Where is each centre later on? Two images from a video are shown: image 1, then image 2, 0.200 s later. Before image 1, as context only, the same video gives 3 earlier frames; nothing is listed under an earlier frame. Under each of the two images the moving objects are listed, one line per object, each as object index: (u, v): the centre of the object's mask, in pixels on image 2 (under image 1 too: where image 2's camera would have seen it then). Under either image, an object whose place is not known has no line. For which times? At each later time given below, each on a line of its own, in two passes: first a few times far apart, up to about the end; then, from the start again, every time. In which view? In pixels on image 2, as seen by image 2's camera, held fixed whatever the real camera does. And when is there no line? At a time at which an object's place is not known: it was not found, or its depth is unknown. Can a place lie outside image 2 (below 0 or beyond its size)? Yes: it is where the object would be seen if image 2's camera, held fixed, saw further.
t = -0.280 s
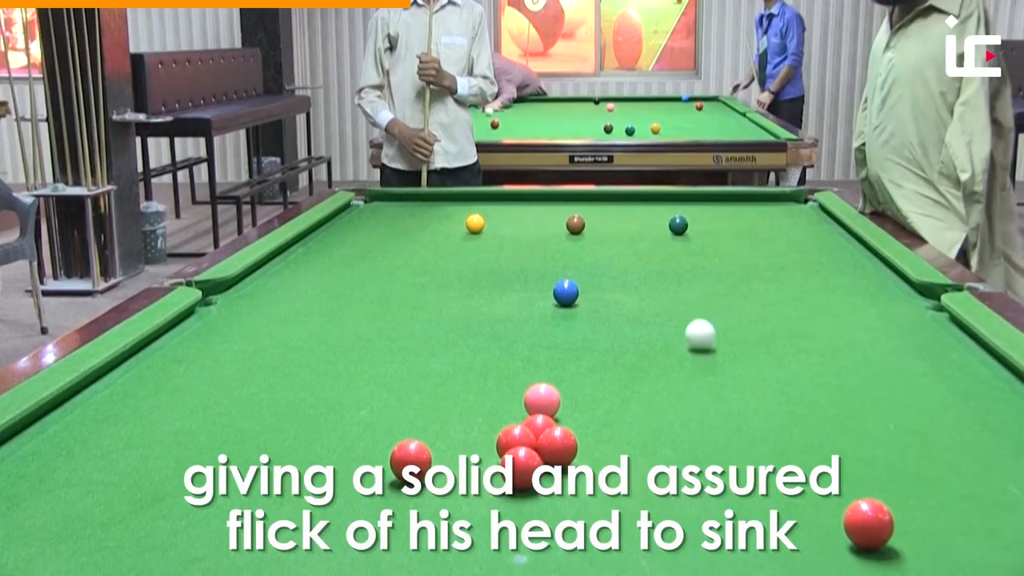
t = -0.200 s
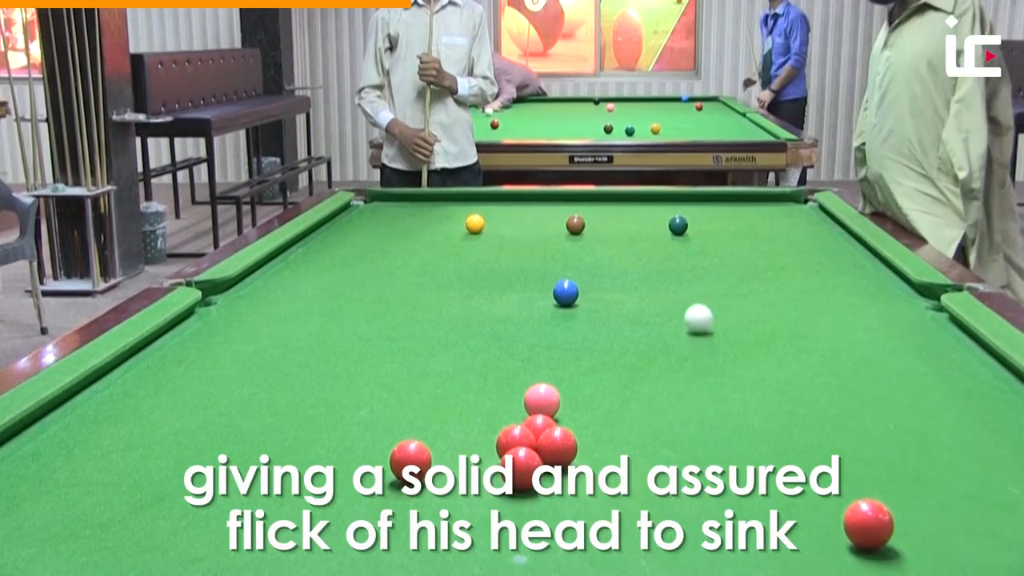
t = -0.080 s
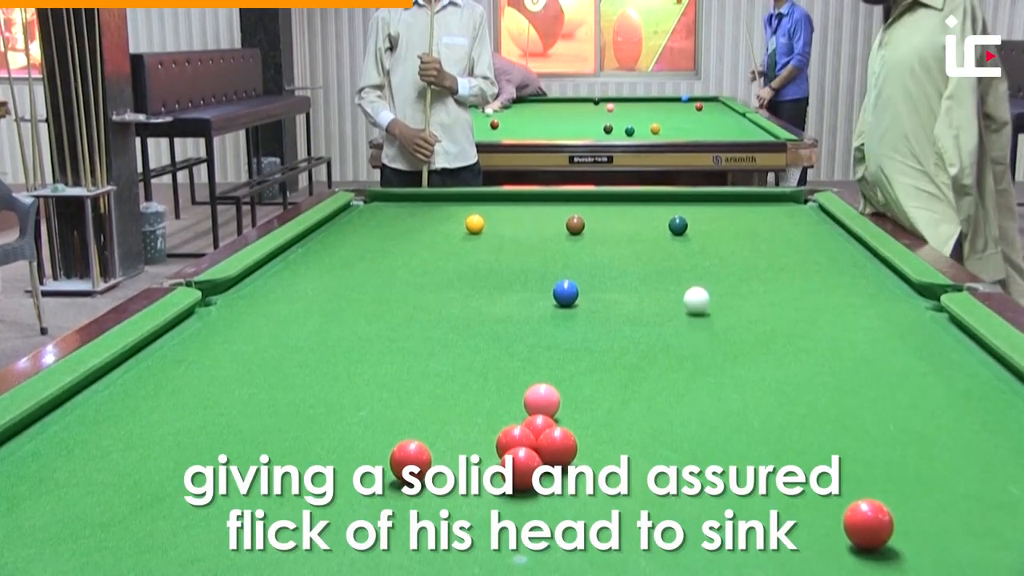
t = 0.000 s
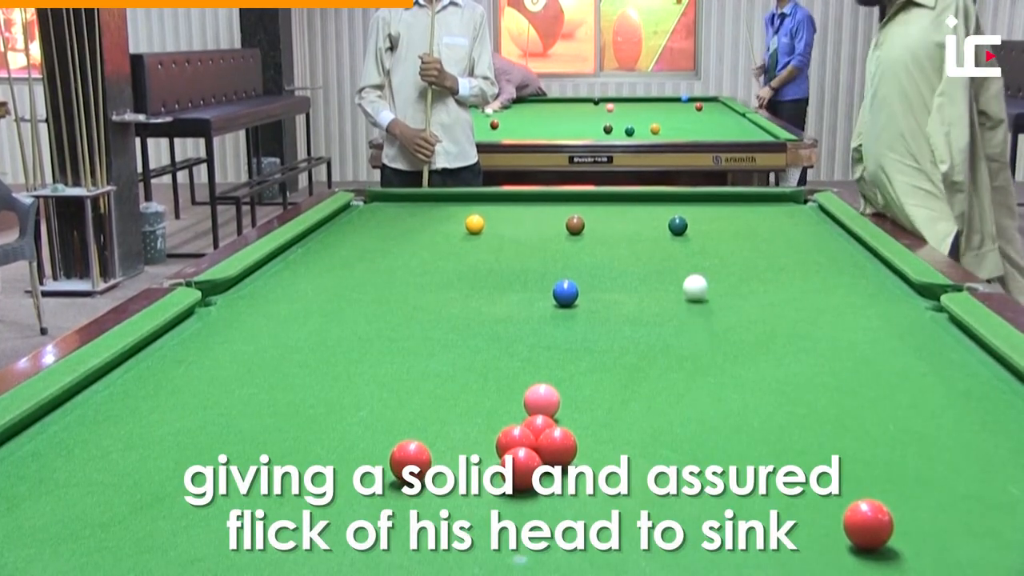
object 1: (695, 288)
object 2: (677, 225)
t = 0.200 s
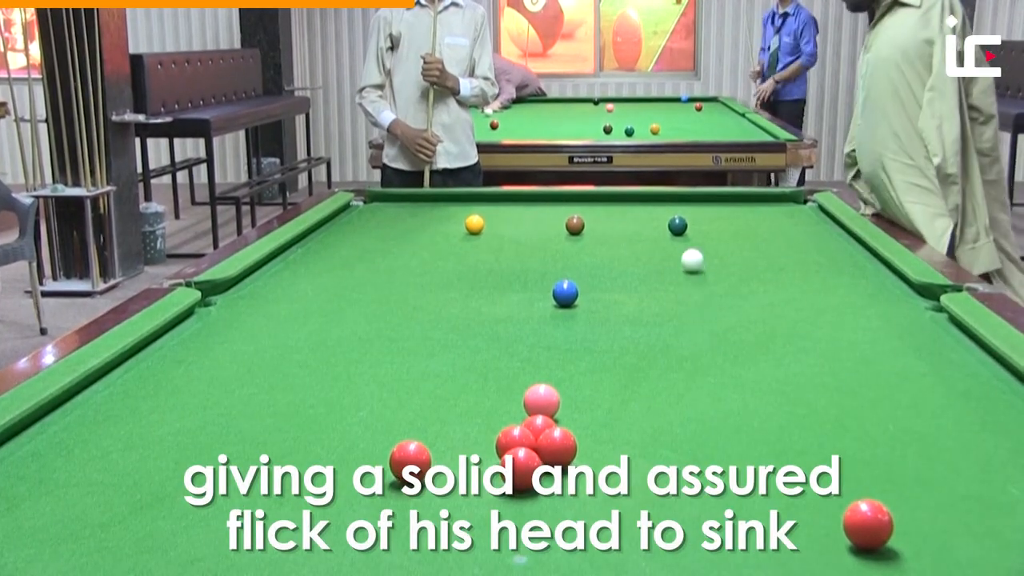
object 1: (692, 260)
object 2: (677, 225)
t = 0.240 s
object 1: (692, 256)
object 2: (677, 225)
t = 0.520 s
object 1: (689, 228)
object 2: (675, 225)
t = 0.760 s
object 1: (727, 220)
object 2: (643, 216)
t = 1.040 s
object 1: (767, 211)
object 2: (609, 207)
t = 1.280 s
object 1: (795, 205)
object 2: (586, 200)
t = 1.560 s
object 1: (790, 200)
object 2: (563, 198)
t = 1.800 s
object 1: (766, 196)
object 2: (547, 201)
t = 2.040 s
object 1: (750, 198)
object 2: (534, 205)
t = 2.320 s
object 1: (731, 200)
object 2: (518, 209)
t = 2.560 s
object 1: (717, 202)
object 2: (505, 213)
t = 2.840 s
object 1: (703, 204)
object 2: (492, 216)
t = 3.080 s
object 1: (692, 205)
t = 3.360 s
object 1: (682, 207)
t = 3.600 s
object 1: (674, 207)
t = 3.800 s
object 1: (669, 208)
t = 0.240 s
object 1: (692, 256)
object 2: (677, 225)
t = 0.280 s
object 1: (691, 251)
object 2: (677, 225)
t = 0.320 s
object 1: (691, 247)
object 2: (677, 225)
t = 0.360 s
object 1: (690, 243)
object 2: (677, 225)
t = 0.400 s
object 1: (690, 239)
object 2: (677, 225)
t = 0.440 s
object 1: (689, 235)
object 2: (676, 225)
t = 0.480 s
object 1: (689, 232)
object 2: (675, 225)
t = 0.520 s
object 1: (689, 228)
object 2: (675, 225)
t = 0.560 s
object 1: (697, 226)
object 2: (670, 223)
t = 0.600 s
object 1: (701, 226)
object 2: (666, 223)
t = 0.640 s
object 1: (708, 225)
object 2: (659, 221)
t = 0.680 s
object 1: (714, 223)
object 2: (653, 219)
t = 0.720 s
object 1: (721, 222)
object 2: (648, 218)
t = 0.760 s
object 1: (727, 220)
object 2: (643, 216)
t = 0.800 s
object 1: (733, 219)
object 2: (638, 215)
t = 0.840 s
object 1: (739, 218)
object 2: (633, 214)
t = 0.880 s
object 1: (745, 217)
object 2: (628, 212)
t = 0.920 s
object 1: (751, 215)
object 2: (623, 211)
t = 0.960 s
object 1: (756, 214)
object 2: (618, 210)
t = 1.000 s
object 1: (762, 212)
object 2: (614, 208)
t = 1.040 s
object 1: (767, 211)
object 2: (609, 207)
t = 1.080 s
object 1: (773, 210)
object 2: (605, 206)
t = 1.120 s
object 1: (778, 209)
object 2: (601, 205)
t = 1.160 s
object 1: (783, 208)
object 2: (596, 204)
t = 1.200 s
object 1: (788, 207)
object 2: (592, 202)
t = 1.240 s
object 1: (790, 206)
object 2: (590, 202)
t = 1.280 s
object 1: (795, 205)
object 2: (586, 200)
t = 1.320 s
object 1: (800, 204)
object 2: (582, 200)
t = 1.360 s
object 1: (805, 203)
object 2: (579, 199)
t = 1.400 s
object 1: (808, 202)
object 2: (575, 199)
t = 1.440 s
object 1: (803, 201)
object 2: (571, 198)
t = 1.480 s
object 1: (798, 201)
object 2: (568, 197)
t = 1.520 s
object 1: (794, 200)
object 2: (565, 197)
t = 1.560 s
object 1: (790, 200)
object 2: (563, 198)
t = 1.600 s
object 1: (785, 199)
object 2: (560, 198)
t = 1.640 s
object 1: (781, 198)
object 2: (557, 199)
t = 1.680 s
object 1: (777, 198)
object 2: (555, 199)
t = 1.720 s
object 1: (774, 198)
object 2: (552, 199)
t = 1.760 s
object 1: (769, 197)
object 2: (550, 200)
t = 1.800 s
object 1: (766, 196)
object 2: (547, 201)
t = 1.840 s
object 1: (762, 196)
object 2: (545, 201)
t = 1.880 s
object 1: (759, 196)
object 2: (542, 202)
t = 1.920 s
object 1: (758, 197)
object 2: (541, 202)
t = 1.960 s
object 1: (755, 197)
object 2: (539, 203)
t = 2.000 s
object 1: (752, 197)
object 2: (536, 204)
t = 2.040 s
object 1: (750, 198)
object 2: (534, 205)
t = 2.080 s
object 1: (747, 198)
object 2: (532, 205)
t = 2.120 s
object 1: (744, 198)
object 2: (529, 206)
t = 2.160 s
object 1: (742, 199)
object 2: (527, 206)
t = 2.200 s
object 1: (739, 199)
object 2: (525, 207)
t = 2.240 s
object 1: (736, 199)
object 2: (522, 208)
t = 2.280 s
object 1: (734, 200)
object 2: (520, 208)
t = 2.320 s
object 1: (731, 200)
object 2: (518, 209)
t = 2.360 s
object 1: (729, 200)
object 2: (516, 210)
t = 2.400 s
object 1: (727, 201)
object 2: (513, 210)
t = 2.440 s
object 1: (724, 201)
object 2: (511, 211)
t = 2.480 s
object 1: (722, 201)
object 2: (509, 211)
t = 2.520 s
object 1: (719, 201)
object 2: (507, 212)
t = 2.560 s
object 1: (717, 202)
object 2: (505, 213)
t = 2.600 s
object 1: (716, 202)
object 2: (504, 213)
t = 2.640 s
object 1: (714, 202)
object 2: (502, 213)
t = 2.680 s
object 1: (711, 203)
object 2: (500, 214)
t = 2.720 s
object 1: (709, 203)
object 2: (498, 214)
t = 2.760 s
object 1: (707, 203)
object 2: (496, 215)
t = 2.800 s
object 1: (705, 204)
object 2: (494, 216)
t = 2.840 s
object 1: (703, 204)
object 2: (492, 216)
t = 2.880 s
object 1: (701, 204)
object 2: (490, 216)
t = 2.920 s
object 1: (699, 204)
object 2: (489, 217)
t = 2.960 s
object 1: (697, 205)
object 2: (488, 217)
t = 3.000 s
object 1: (695, 205)
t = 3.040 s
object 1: (693, 205)
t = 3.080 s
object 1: (692, 205)
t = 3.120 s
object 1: (691, 205)
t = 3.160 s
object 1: (689, 206)
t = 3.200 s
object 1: (688, 206)
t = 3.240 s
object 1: (687, 206)
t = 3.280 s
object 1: (685, 206)
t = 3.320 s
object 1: (684, 206)
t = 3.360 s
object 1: (682, 207)
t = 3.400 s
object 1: (681, 207)
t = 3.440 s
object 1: (679, 207)
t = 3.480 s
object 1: (678, 207)
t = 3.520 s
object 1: (676, 207)
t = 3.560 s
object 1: (675, 207)
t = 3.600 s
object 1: (674, 207)
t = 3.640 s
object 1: (673, 207)
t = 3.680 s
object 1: (672, 207)
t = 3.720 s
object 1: (670, 208)
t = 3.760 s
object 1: (670, 208)
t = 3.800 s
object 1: (669, 208)
